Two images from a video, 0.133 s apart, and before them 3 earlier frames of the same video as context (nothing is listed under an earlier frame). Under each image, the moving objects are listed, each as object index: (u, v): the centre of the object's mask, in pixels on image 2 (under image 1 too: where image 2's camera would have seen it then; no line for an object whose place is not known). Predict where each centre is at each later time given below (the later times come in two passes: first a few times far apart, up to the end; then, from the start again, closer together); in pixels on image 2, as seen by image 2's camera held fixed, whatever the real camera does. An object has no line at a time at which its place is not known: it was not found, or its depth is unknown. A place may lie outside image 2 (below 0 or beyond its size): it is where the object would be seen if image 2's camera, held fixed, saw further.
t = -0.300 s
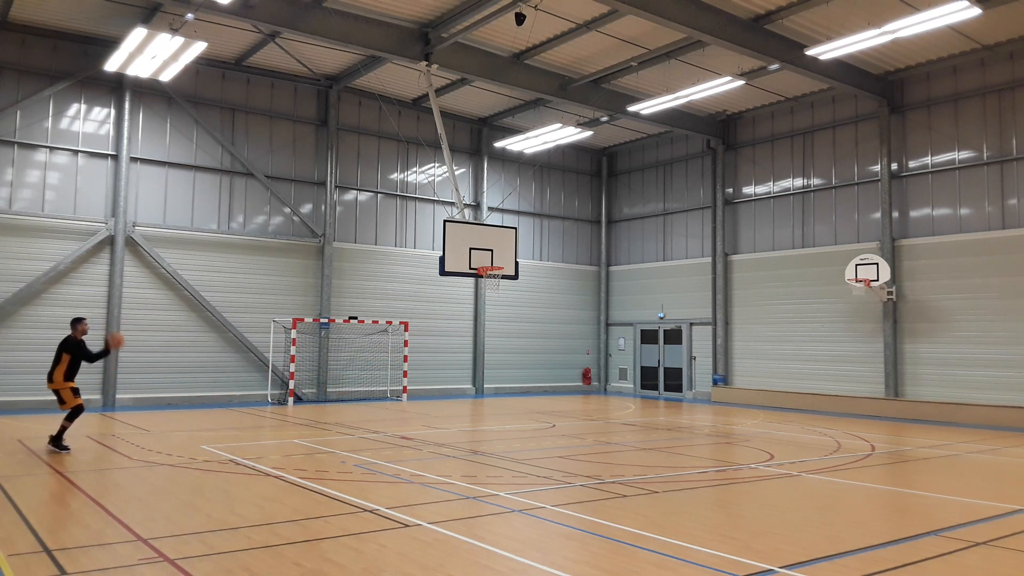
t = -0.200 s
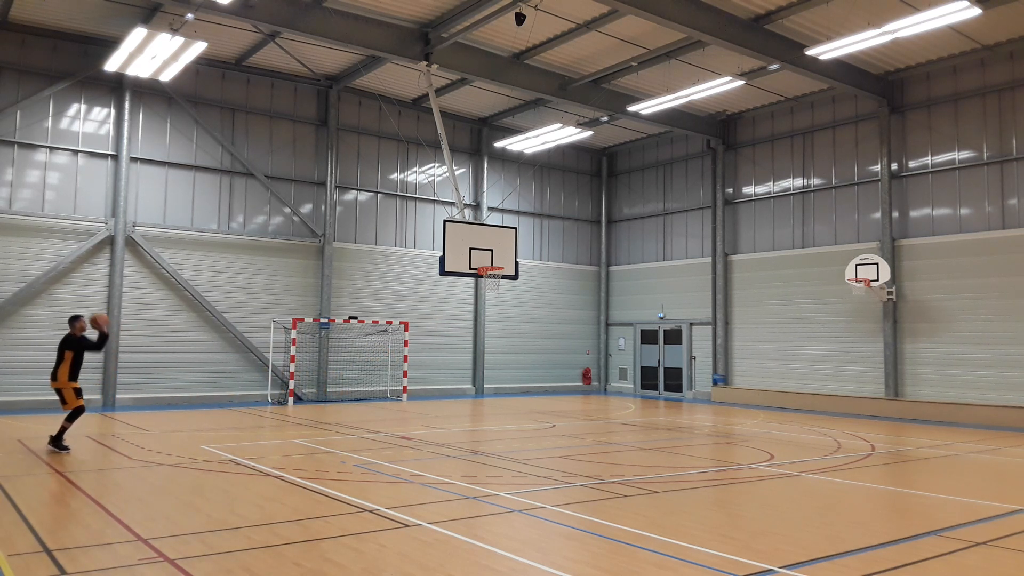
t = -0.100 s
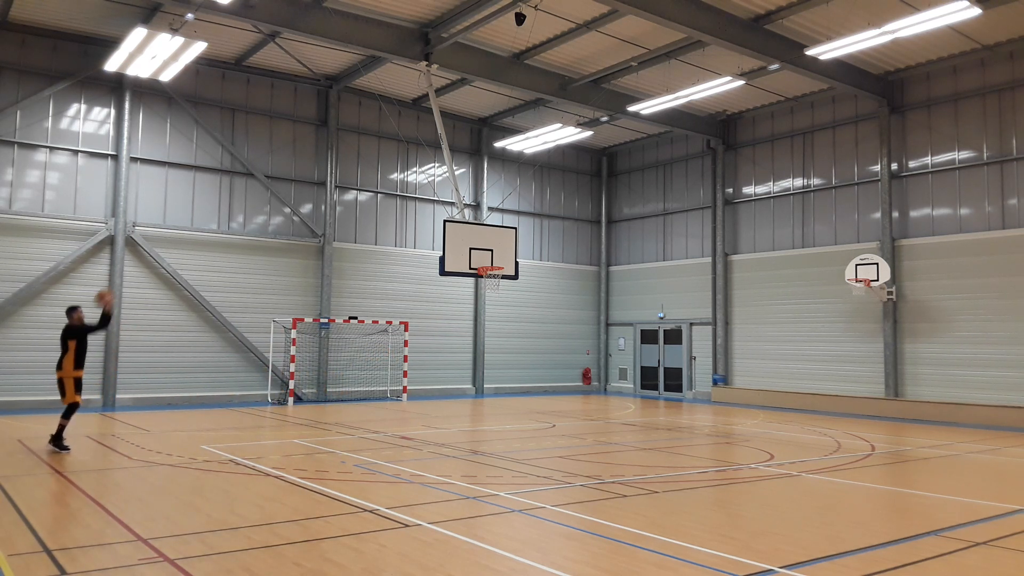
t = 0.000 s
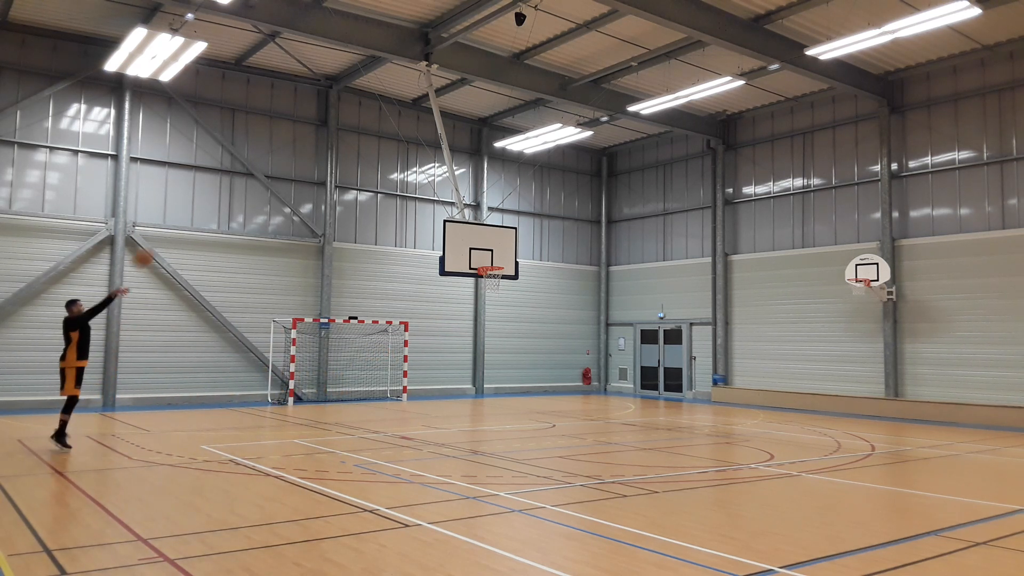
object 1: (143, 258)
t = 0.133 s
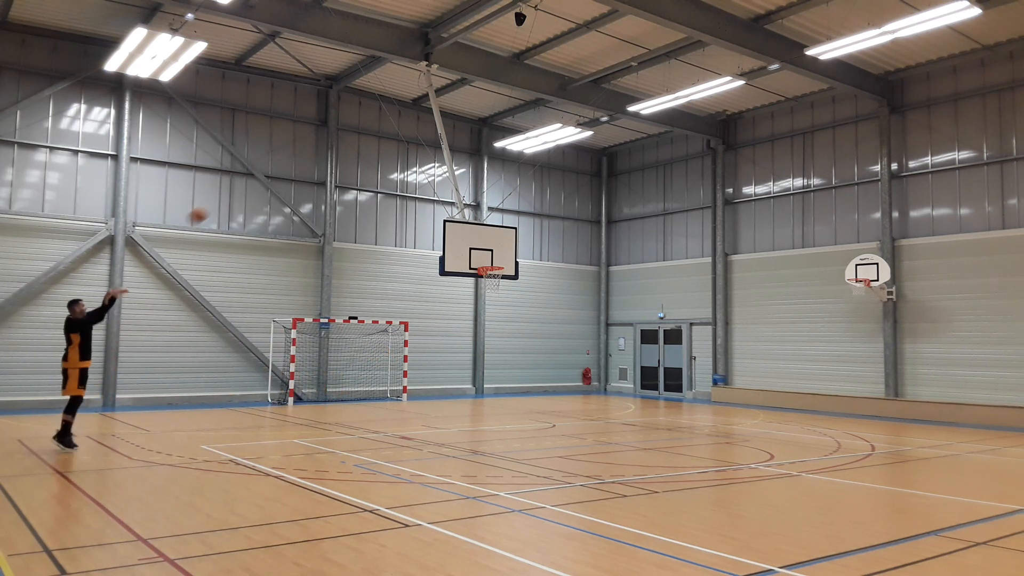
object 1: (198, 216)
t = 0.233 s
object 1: (236, 192)
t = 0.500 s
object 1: (321, 165)
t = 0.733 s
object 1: (387, 175)
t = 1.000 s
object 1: (451, 218)
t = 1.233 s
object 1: (499, 278)
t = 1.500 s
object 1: (512, 305)
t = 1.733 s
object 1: (521, 355)
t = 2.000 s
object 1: (526, 398)
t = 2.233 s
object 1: (516, 351)
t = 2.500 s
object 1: (504, 329)
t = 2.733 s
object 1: (492, 339)
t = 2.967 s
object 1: (480, 376)
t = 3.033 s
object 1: (477, 392)
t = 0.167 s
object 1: (212, 206)
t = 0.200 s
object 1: (224, 199)
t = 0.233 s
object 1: (236, 192)
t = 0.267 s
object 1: (246, 186)
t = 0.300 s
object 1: (258, 181)
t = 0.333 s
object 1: (270, 177)
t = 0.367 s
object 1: (280, 173)
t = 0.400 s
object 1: (291, 170)
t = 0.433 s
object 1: (301, 167)
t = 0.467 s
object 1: (312, 166)
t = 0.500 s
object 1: (321, 165)
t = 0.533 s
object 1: (331, 164)
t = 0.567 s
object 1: (341, 165)
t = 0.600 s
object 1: (350, 165)
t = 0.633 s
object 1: (359, 167)
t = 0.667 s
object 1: (369, 169)
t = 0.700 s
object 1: (378, 172)
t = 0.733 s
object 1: (387, 175)
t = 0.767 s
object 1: (395, 179)
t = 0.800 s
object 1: (404, 184)
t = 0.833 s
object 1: (412, 187)
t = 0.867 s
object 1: (420, 193)
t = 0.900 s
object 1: (429, 199)
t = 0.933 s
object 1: (436, 204)
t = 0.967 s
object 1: (444, 211)
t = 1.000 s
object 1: (451, 218)
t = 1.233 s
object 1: (499, 278)
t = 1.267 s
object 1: (502, 280)
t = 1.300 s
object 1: (504, 282)
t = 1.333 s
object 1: (505, 285)
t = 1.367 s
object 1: (506, 287)
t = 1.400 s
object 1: (508, 291)
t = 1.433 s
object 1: (509, 295)
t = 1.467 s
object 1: (510, 300)
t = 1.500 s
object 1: (512, 305)
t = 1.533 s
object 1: (513, 311)
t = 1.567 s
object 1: (515, 316)
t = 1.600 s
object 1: (516, 323)
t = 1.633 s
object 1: (517, 331)
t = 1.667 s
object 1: (518, 338)
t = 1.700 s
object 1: (519, 347)
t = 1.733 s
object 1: (521, 355)
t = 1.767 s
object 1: (522, 365)
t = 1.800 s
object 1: (524, 374)
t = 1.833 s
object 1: (525, 385)
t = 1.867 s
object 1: (526, 396)
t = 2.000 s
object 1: (526, 398)
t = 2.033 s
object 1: (525, 389)
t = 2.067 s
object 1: (523, 381)
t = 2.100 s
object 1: (522, 374)
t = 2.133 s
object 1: (521, 367)
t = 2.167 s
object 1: (519, 361)
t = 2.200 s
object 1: (518, 356)
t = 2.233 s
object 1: (516, 351)
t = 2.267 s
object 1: (515, 346)
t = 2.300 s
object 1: (513, 342)
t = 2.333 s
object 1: (512, 339)
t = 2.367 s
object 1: (510, 335)
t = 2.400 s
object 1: (509, 333)
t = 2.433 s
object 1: (507, 331)
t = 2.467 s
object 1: (505, 330)
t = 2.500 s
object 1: (504, 329)
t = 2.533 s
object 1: (502, 329)
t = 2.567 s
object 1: (501, 329)
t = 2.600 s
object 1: (499, 330)
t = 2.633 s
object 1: (497, 331)
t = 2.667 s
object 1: (496, 333)
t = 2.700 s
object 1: (494, 335)
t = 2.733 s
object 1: (492, 339)
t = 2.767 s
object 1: (491, 342)
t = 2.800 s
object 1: (489, 347)
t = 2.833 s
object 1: (488, 351)
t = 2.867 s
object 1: (486, 357)
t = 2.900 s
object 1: (484, 362)
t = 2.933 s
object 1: (482, 369)
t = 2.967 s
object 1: (480, 376)
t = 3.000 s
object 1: (479, 383)
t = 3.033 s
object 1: (477, 392)
